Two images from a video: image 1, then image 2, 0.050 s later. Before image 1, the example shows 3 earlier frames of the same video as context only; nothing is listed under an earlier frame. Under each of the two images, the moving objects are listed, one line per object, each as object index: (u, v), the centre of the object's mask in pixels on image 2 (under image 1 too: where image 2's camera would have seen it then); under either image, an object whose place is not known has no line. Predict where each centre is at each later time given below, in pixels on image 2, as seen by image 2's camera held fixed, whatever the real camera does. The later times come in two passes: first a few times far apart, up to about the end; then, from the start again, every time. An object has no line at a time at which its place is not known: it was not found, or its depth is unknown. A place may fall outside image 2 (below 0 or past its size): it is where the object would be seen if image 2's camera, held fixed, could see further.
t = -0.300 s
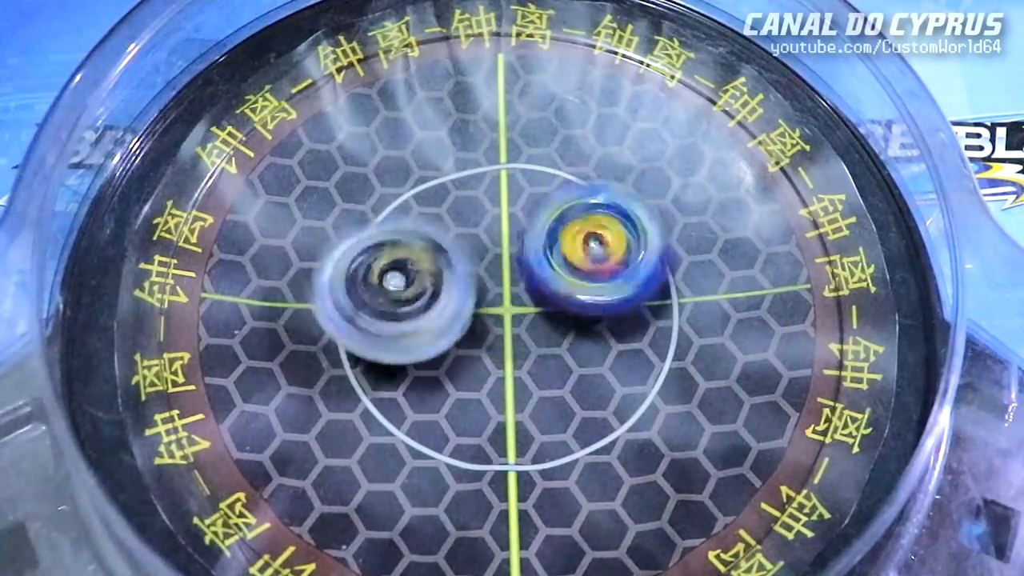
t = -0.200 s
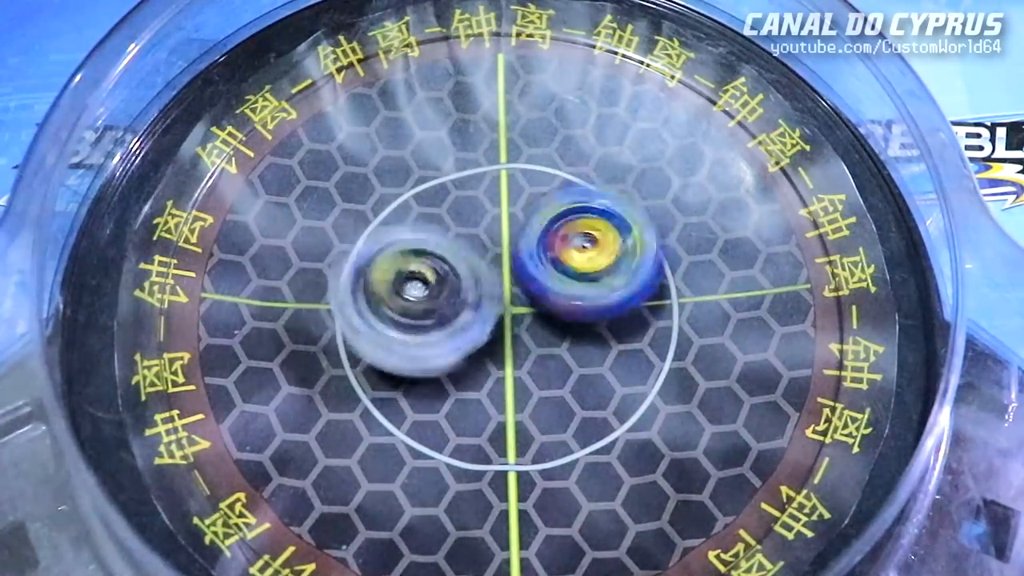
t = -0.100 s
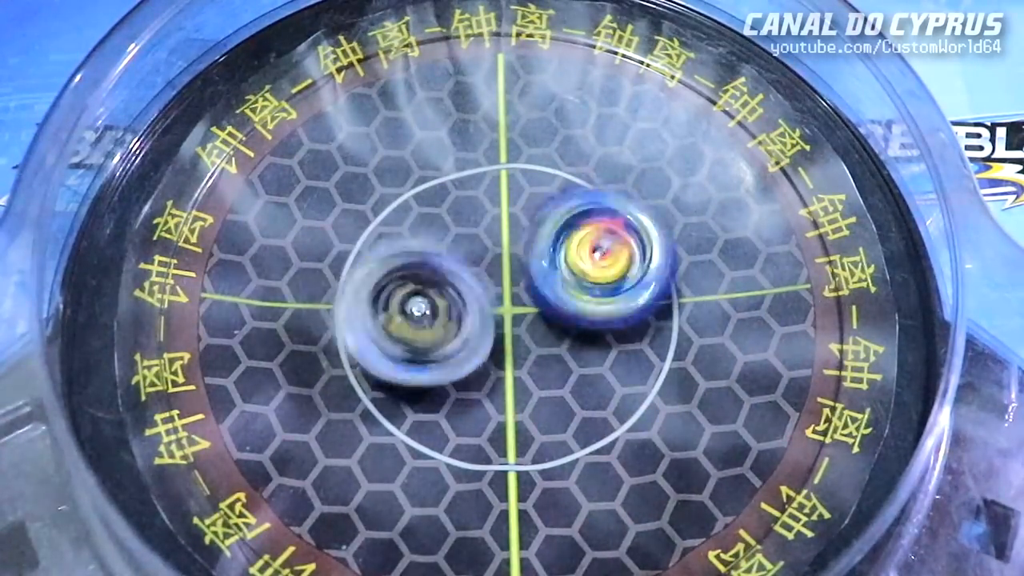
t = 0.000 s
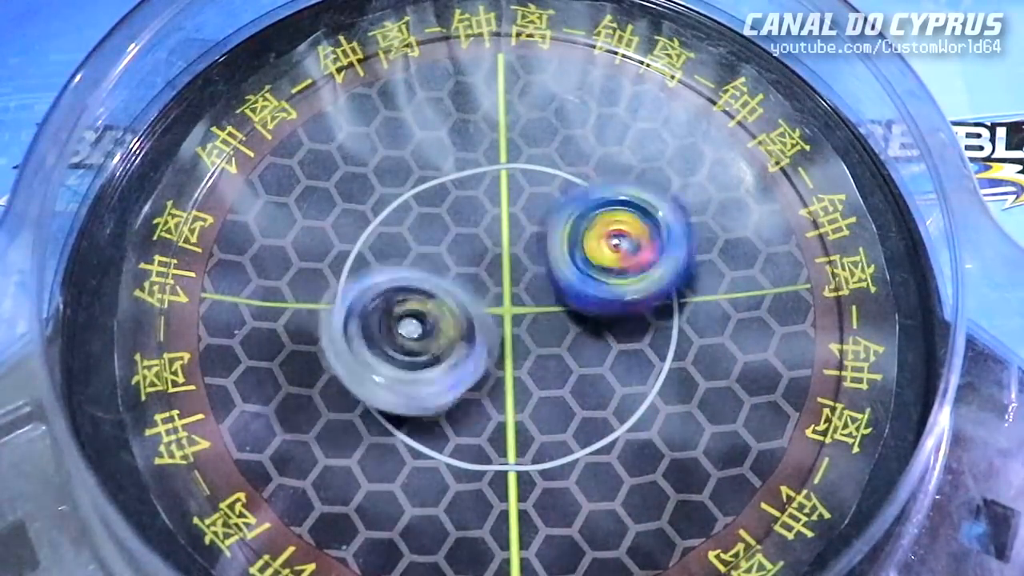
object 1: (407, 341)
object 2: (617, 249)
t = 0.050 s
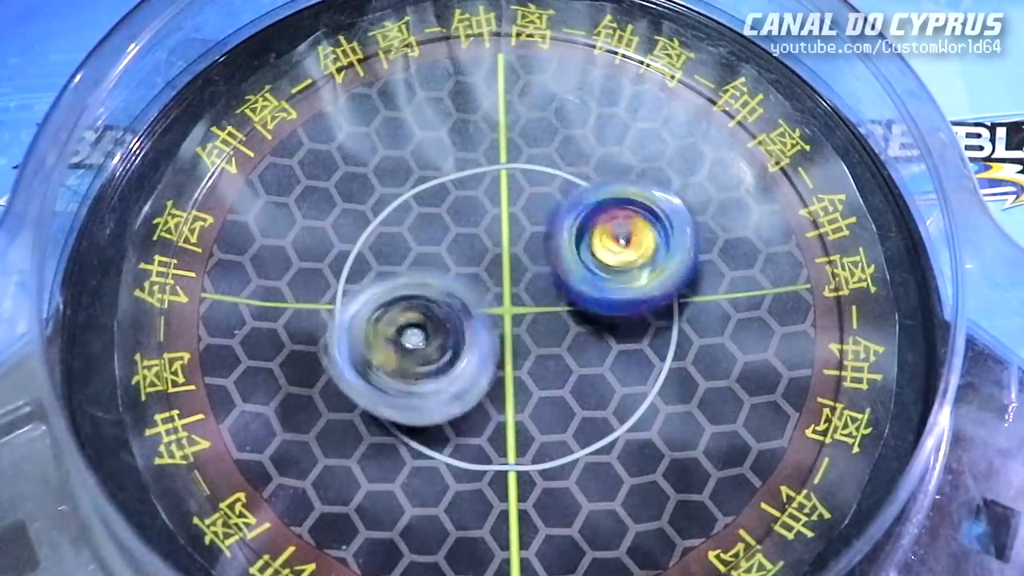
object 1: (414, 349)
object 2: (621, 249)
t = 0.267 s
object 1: (454, 365)
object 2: (603, 260)
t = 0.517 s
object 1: (471, 377)
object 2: (609, 229)
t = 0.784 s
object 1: (483, 369)
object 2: (584, 218)
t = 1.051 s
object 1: (473, 350)
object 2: (556, 222)
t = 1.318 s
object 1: (494, 366)
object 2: (564, 211)
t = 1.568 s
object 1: (533, 393)
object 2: (581, 223)
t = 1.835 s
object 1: (503, 341)
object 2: (555, 221)
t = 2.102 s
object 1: (488, 342)
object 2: (537, 219)
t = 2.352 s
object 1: (473, 373)
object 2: (545, 205)
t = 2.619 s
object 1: (491, 345)
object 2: (538, 203)
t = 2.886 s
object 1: (534, 332)
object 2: (535, 201)
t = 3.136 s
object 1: (539, 340)
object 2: (542, 202)
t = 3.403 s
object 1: (516, 348)
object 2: (556, 208)
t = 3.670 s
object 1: (534, 335)
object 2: (556, 204)
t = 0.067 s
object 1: (413, 349)
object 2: (619, 251)
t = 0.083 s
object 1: (415, 354)
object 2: (619, 247)
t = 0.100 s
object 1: (418, 353)
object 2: (618, 246)
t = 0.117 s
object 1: (419, 358)
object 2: (619, 250)
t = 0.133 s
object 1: (427, 359)
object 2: (615, 251)
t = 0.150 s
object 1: (429, 357)
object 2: (611, 253)
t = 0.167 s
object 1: (435, 360)
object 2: (610, 255)
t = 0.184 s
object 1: (439, 358)
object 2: (606, 254)
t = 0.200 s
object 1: (443, 361)
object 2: (604, 259)
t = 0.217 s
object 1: (453, 360)
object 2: (603, 262)
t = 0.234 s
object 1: (455, 356)
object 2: (594, 265)
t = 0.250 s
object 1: (459, 358)
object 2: (595, 263)
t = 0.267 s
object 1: (454, 365)
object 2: (603, 260)
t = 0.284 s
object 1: (449, 372)
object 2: (611, 259)
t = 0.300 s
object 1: (448, 375)
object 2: (613, 257)
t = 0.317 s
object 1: (442, 376)
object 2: (614, 253)
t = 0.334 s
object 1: (438, 381)
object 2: (614, 248)
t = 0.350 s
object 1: (441, 384)
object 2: (617, 242)
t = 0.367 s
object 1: (441, 386)
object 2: (620, 241)
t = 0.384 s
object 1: (448, 388)
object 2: (620, 240)
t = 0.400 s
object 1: (449, 385)
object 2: (617, 238)
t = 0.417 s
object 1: (449, 383)
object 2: (618, 233)
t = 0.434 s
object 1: (455, 383)
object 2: (616, 232)
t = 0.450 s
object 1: (455, 382)
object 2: (621, 232)
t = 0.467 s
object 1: (461, 383)
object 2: (616, 232)
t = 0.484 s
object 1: (466, 379)
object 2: (613, 232)
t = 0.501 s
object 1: (466, 378)
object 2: (612, 230)
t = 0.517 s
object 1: (471, 377)
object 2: (609, 229)
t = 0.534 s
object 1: (473, 373)
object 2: (609, 231)
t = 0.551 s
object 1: (474, 374)
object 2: (602, 233)
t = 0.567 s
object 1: (483, 371)
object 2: (598, 234)
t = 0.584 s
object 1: (484, 366)
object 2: (593, 233)
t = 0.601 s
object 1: (489, 362)
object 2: (588, 237)
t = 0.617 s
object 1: (493, 358)
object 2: (586, 239)
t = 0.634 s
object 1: (490, 356)
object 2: (583, 242)
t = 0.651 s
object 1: (488, 362)
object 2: (587, 239)
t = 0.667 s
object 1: (483, 367)
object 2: (587, 236)
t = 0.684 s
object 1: (479, 373)
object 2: (589, 233)
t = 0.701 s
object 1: (481, 377)
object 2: (588, 231)
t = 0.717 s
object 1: (483, 377)
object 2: (587, 227)
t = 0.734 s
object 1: (484, 378)
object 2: (585, 224)
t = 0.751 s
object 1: (486, 375)
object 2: (587, 221)
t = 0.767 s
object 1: (485, 371)
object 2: (584, 219)
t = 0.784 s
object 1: (483, 369)
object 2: (584, 218)
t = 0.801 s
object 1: (480, 367)
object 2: (580, 216)
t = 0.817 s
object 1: (479, 365)
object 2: (583, 214)
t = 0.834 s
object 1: (476, 365)
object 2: (580, 213)
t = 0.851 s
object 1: (482, 362)
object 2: (579, 217)
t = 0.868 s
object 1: (480, 355)
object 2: (574, 216)
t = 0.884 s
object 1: (477, 355)
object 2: (571, 215)
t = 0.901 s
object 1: (476, 352)
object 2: (568, 214)
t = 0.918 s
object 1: (475, 347)
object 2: (567, 214)
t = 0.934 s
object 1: (474, 347)
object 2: (565, 217)
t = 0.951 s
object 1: (478, 344)
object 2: (562, 221)
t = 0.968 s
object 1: (476, 338)
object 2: (558, 219)
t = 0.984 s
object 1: (472, 343)
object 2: (556, 219)
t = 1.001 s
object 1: (471, 346)
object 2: (557, 216)
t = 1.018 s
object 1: (470, 347)
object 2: (559, 220)
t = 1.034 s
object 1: (471, 351)
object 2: (557, 220)
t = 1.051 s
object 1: (473, 350)
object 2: (556, 222)
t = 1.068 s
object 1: (472, 348)
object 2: (552, 220)
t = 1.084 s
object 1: (472, 348)
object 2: (552, 217)
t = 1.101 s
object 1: (474, 346)
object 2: (550, 218)
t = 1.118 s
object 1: (468, 347)
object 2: (557, 215)
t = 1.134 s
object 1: (463, 357)
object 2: (561, 212)
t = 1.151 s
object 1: (467, 365)
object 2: (565, 212)
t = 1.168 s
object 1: (469, 374)
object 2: (565, 214)
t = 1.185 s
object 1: (470, 372)
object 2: (566, 215)
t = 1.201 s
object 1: (474, 377)
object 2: (562, 215)
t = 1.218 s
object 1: (481, 376)
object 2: (562, 214)
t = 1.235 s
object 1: (481, 372)
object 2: (559, 215)
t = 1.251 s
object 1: (483, 374)
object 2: (557, 211)
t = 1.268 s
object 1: (491, 370)
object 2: (560, 211)
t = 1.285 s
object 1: (492, 368)
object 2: (560, 208)
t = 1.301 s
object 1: (488, 366)
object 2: (564, 208)
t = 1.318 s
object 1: (494, 366)
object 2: (564, 211)
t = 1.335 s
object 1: (501, 362)
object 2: (567, 213)
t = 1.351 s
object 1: (501, 358)
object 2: (569, 219)
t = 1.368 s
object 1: (501, 361)
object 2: (568, 221)
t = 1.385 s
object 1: (508, 360)
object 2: (571, 224)
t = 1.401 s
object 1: (510, 361)
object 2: (575, 223)
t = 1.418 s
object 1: (505, 370)
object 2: (579, 218)
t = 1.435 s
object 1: (502, 382)
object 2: (586, 215)
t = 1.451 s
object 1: (506, 389)
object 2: (591, 216)
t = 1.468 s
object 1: (510, 393)
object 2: (593, 216)
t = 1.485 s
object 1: (515, 396)
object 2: (595, 218)
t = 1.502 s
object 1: (520, 398)
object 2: (596, 222)
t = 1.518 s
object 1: (529, 398)
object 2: (592, 223)
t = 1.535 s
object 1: (532, 395)
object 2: (589, 224)
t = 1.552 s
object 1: (530, 393)
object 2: (586, 224)
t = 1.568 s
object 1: (533, 393)
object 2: (581, 223)
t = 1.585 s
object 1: (535, 391)
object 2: (578, 221)
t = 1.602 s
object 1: (536, 386)
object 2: (576, 218)
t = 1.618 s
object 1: (531, 385)
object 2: (575, 218)
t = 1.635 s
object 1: (526, 385)
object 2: (574, 218)
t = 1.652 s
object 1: (527, 386)
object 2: (577, 217)
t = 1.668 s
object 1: (528, 384)
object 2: (578, 218)
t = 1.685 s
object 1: (527, 380)
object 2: (576, 218)
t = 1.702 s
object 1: (520, 378)
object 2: (577, 218)
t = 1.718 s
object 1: (516, 380)
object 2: (577, 219)
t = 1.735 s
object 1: (512, 381)
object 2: (573, 221)
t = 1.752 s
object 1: (512, 376)
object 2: (571, 223)
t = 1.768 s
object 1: (504, 377)
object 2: (569, 223)
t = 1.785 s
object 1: (502, 374)
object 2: (564, 225)
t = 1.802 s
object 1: (507, 357)
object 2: (561, 223)
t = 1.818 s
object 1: (506, 352)
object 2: (558, 221)
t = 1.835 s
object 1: (503, 341)
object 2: (555, 221)
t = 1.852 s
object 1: (497, 344)
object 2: (553, 219)
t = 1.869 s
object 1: (487, 356)
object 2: (551, 216)
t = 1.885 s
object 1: (487, 360)
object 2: (547, 213)
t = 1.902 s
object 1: (484, 351)
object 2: (545, 213)
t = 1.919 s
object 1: (480, 350)
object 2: (544, 214)
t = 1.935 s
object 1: (478, 350)
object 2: (542, 211)
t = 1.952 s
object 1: (474, 349)
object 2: (540, 210)
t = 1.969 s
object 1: (474, 355)
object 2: (540, 211)
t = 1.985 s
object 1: (472, 345)
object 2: (539, 210)
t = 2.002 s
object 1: (475, 347)
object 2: (539, 210)
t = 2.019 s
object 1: (479, 347)
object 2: (539, 210)
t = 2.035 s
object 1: (482, 345)
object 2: (540, 211)
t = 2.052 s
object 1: (479, 341)
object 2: (541, 212)
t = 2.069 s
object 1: (477, 341)
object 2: (539, 215)
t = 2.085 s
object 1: (483, 342)
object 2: (538, 216)
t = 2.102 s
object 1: (488, 342)
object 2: (537, 219)
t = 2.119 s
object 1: (488, 347)
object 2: (538, 218)
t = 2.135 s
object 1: (485, 358)
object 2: (539, 212)
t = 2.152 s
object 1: (483, 367)
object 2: (541, 208)
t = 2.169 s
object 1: (478, 376)
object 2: (543, 205)
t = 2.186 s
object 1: (481, 379)
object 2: (546, 204)
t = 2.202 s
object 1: (483, 381)
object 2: (548, 202)
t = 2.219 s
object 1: (482, 383)
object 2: (550, 203)
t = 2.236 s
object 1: (481, 382)
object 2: (550, 202)
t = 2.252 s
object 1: (476, 383)
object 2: (551, 203)
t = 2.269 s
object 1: (470, 386)
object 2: (551, 203)
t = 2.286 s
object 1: (468, 388)
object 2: (550, 202)
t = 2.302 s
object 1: (471, 385)
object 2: (551, 203)
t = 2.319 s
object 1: (472, 383)
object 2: (549, 205)
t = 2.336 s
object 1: (473, 378)
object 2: (547, 205)
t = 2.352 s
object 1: (473, 373)
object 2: (545, 205)
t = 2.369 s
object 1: (473, 370)
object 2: (543, 205)
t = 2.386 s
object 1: (474, 368)
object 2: (540, 204)
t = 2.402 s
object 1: (472, 376)
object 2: (538, 203)
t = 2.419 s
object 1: (476, 373)
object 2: (537, 203)
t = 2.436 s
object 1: (478, 367)
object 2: (537, 202)
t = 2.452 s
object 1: (479, 360)
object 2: (536, 202)
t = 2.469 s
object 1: (482, 359)
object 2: (536, 203)
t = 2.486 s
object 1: (487, 357)
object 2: (538, 204)
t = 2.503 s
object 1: (492, 355)
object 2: (539, 205)
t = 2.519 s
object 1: (493, 351)
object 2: (539, 205)
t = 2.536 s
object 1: (492, 348)
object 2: (540, 205)
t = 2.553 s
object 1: (488, 349)
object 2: (539, 204)
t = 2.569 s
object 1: (485, 351)
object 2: (539, 204)
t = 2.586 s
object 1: (487, 352)
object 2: (538, 204)
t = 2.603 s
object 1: (490, 352)
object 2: (538, 204)
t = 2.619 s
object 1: (491, 345)
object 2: (538, 203)
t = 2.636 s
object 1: (489, 344)
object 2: (538, 202)
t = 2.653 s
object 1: (488, 341)
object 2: (538, 203)
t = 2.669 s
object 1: (489, 342)
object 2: (538, 202)
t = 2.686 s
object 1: (492, 344)
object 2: (538, 202)
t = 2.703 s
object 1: (497, 343)
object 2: (538, 202)
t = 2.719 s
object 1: (501, 340)
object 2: (538, 200)
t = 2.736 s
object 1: (506, 338)
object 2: (538, 199)
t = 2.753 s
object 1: (510, 337)
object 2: (539, 197)
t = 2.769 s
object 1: (515, 336)
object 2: (539, 199)
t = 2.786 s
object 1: (520, 335)
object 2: (539, 199)
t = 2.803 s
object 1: (525, 335)
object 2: (539, 199)
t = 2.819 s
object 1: (530, 334)
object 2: (539, 201)
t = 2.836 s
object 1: (533, 332)
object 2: (538, 202)
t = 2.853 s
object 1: (534, 330)
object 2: (537, 204)
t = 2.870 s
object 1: (534, 330)
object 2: (537, 204)
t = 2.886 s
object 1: (534, 332)
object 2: (535, 201)
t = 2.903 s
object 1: (534, 335)
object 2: (533, 200)
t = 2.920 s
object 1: (534, 335)
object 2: (531, 199)
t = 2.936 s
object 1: (533, 336)
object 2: (531, 199)
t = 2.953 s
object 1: (532, 339)
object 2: (531, 198)
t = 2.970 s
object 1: (532, 341)
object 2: (531, 198)
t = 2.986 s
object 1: (532, 343)
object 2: (531, 198)
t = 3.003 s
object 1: (533, 344)
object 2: (531, 198)
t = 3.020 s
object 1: (535, 344)
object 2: (532, 197)
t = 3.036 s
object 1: (537, 344)
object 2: (533, 198)
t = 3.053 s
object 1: (538, 344)
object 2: (534, 199)
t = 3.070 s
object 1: (539, 343)
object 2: (537, 200)
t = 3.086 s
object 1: (540, 343)
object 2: (539, 201)
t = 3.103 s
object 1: (540, 342)
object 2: (540, 202)
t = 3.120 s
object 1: (539, 341)
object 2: (541, 202)
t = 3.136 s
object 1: (539, 340)
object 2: (542, 202)
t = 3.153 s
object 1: (538, 339)
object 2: (543, 202)
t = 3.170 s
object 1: (537, 340)
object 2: (543, 202)
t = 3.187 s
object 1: (537, 340)
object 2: (544, 203)
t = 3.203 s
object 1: (536, 341)
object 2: (545, 203)
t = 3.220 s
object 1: (535, 343)
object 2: (545, 203)
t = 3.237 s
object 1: (534, 346)
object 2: (546, 204)
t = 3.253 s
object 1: (533, 347)
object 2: (547, 204)
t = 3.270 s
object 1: (531, 349)
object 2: (548, 205)
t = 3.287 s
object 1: (528, 351)
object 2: (548, 205)
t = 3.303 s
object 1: (525, 351)
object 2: (550, 206)
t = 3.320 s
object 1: (522, 351)
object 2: (550, 206)
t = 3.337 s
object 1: (520, 350)
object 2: (552, 207)
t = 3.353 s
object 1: (518, 350)
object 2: (553, 207)
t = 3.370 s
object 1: (517, 349)
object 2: (555, 207)
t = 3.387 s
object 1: (516, 349)
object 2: (555, 207)
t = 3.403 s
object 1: (516, 348)
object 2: (556, 208)
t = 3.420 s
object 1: (515, 349)
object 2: (556, 207)
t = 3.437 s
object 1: (515, 349)
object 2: (555, 207)
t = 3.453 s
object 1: (515, 349)
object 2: (555, 208)
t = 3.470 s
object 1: (516, 348)
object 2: (555, 207)
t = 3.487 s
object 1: (517, 348)
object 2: (555, 207)
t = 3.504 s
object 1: (518, 348)
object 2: (555, 207)
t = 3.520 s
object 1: (520, 347)
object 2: (555, 207)
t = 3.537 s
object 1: (522, 346)
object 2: (556, 207)
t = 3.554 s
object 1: (525, 346)
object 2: (555, 206)
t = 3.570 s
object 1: (528, 344)
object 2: (555, 207)
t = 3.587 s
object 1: (530, 343)
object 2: (555, 206)
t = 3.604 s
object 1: (532, 341)
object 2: (556, 206)
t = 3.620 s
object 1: (533, 339)
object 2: (556, 205)
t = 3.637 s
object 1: (533, 337)
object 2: (556, 204)
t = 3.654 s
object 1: (533, 335)
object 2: (556, 204)
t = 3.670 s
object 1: (534, 335)
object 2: (556, 204)
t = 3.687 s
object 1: (534, 334)
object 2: (556, 204)
